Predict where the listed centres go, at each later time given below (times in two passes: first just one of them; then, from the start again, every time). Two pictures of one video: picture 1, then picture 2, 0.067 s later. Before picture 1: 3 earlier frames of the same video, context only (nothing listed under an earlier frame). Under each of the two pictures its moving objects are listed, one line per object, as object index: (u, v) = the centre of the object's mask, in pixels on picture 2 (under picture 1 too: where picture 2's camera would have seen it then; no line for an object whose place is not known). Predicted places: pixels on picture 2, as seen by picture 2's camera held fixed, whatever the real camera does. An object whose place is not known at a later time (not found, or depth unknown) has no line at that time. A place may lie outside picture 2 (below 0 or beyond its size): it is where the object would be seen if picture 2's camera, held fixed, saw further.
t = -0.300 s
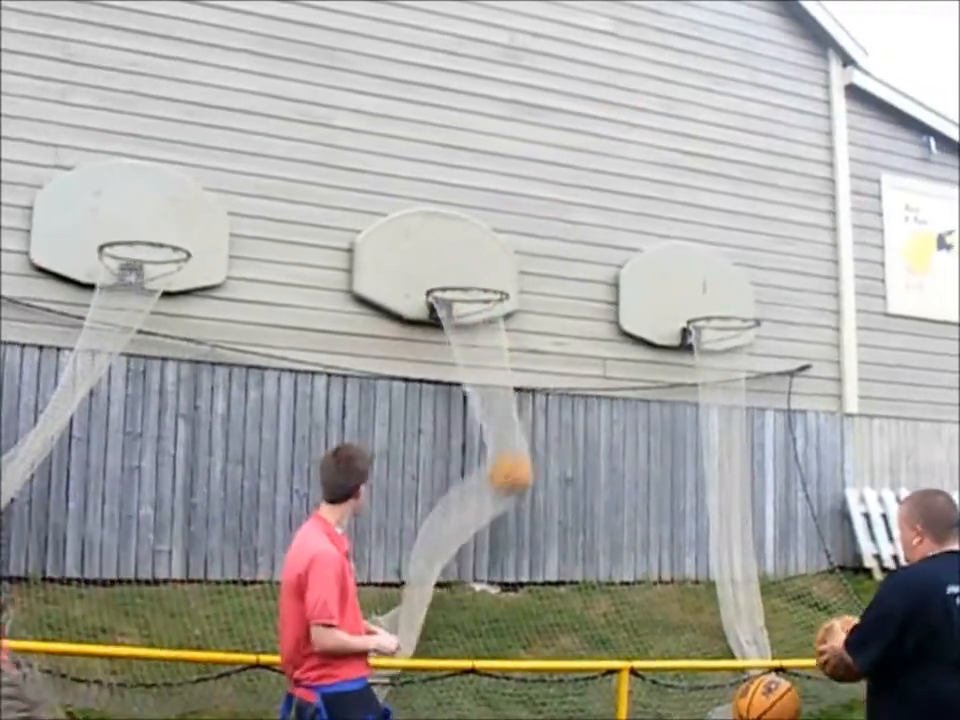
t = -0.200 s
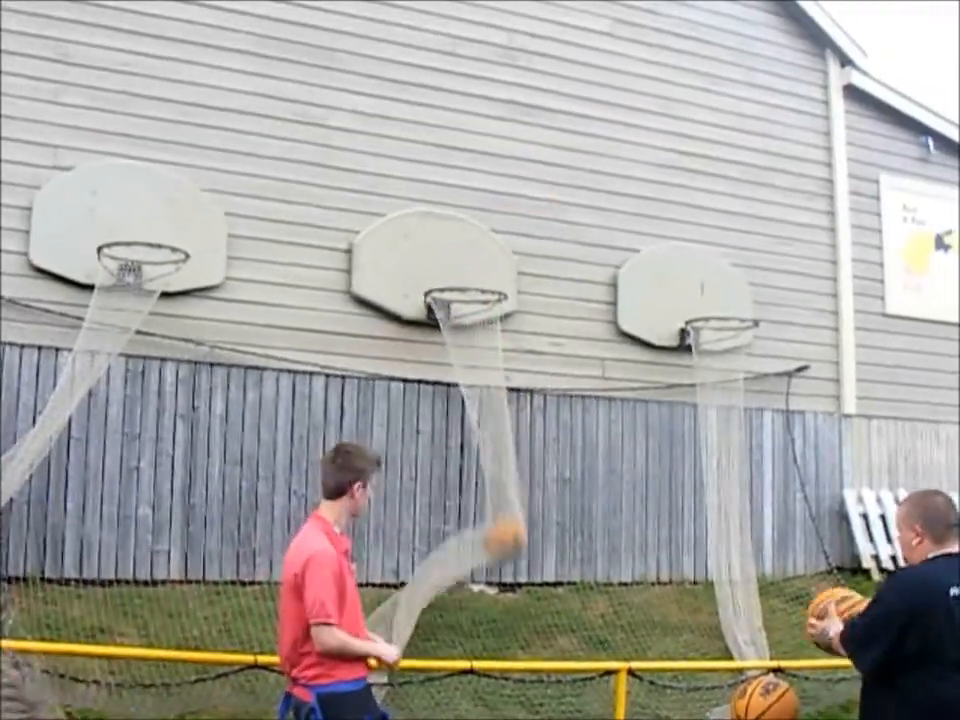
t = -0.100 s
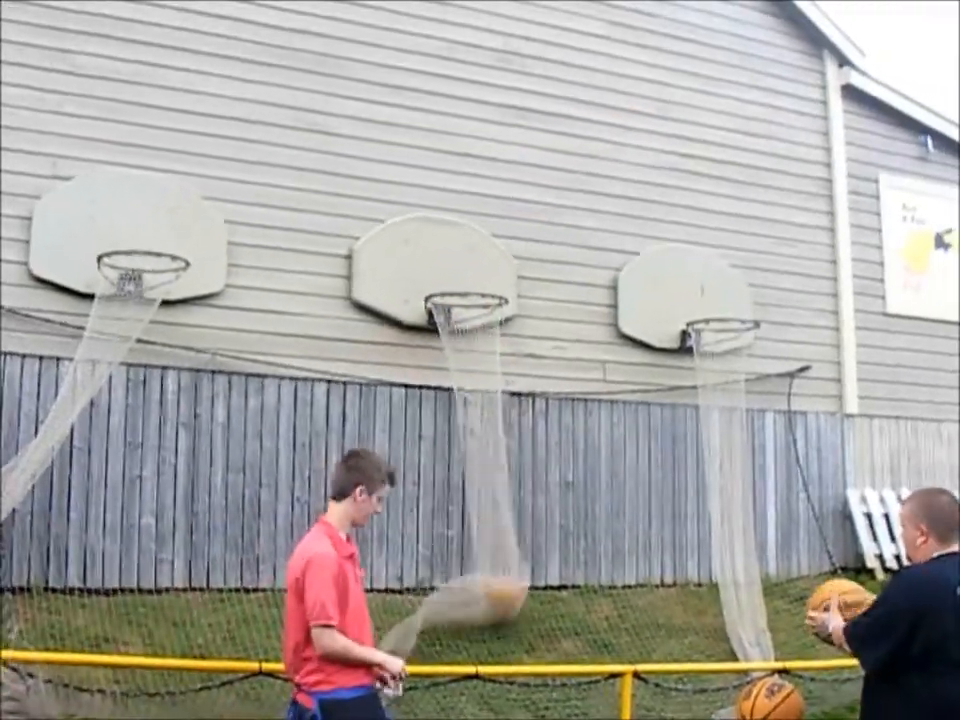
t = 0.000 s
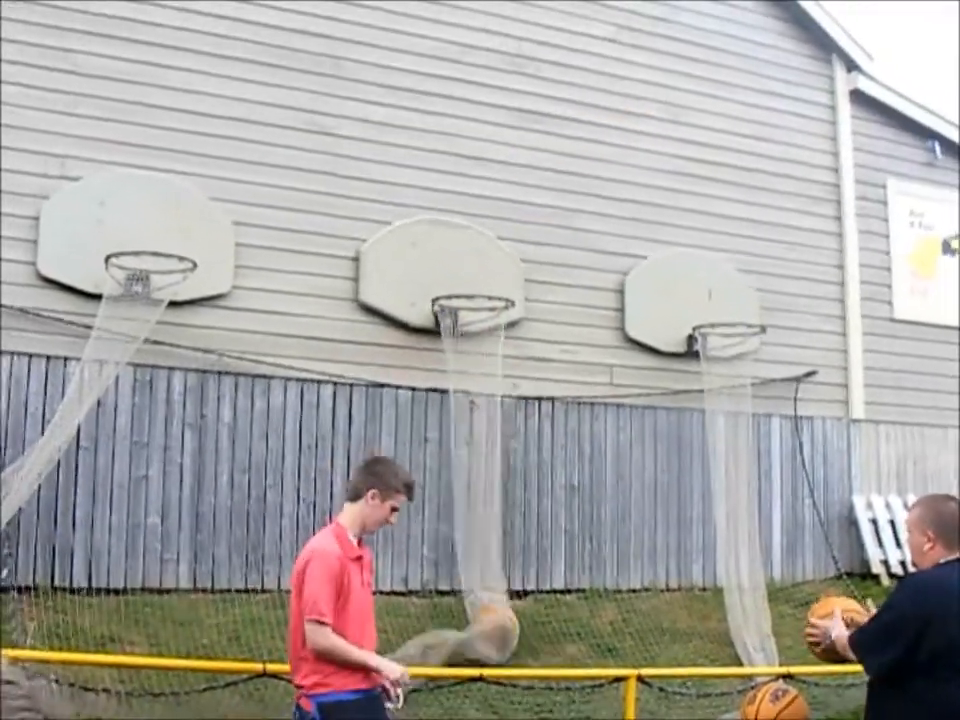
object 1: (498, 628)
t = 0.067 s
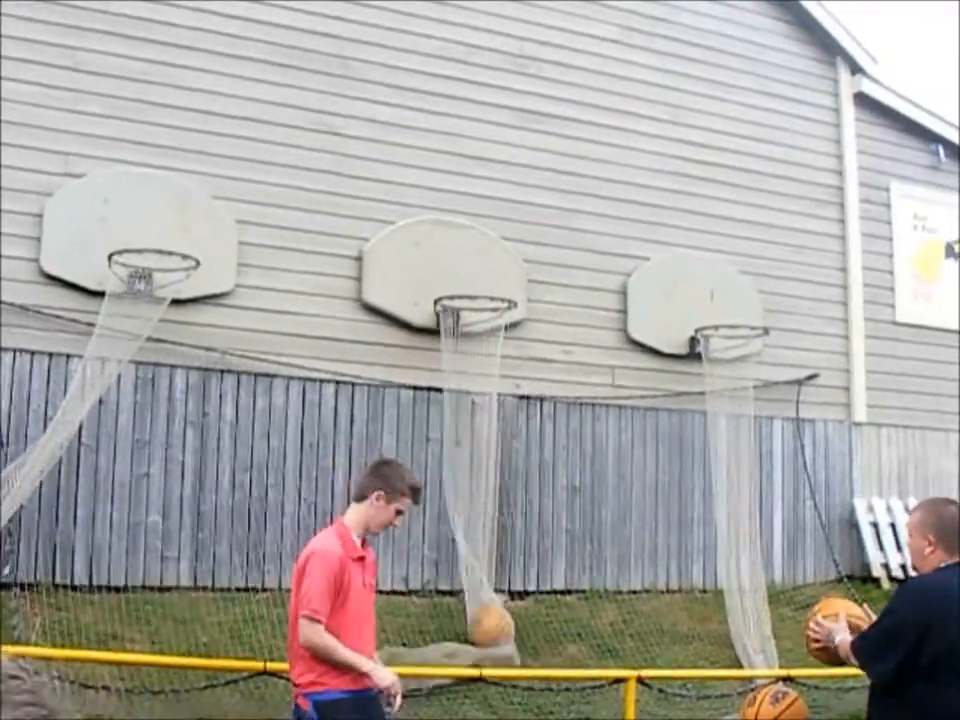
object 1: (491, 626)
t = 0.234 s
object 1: (482, 650)
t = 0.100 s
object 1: (489, 630)
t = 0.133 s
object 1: (487, 637)
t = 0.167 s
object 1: (486, 644)
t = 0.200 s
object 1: (484, 646)
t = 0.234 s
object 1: (482, 650)
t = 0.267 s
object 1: (481, 652)
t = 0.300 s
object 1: (480, 652)
